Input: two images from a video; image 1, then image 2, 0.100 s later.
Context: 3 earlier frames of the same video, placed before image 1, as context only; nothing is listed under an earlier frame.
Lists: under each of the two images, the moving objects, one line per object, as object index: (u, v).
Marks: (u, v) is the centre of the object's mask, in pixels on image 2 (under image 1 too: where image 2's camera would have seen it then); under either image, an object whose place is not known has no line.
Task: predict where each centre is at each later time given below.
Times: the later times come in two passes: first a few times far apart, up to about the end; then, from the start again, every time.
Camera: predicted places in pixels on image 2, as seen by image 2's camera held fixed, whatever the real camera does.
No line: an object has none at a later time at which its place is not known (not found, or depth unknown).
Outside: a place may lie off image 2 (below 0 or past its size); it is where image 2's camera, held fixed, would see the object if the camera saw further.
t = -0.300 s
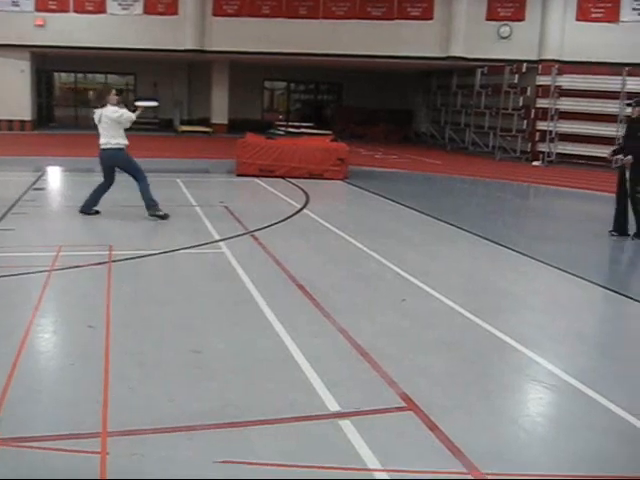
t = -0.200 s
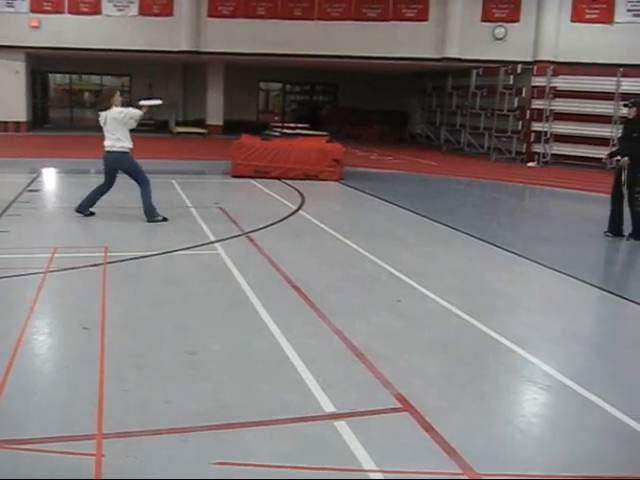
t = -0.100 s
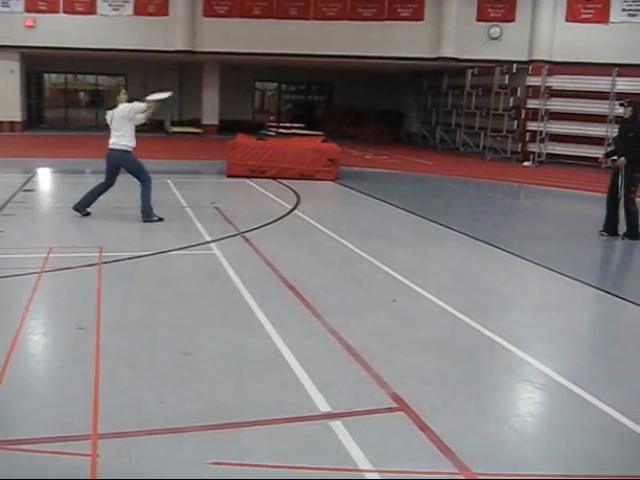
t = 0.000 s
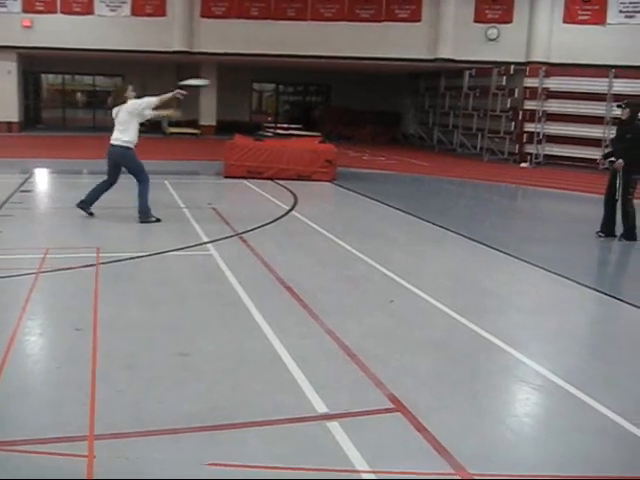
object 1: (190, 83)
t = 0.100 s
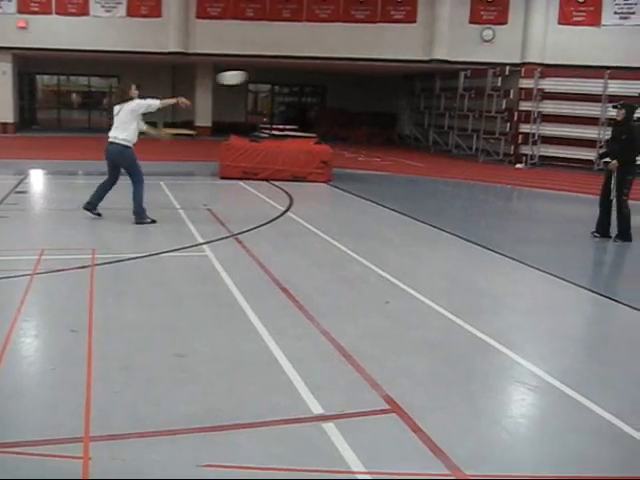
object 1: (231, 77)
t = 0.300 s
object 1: (309, 84)
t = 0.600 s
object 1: (407, 126)
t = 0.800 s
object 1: (460, 168)
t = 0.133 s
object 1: (245, 77)
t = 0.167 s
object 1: (258, 78)
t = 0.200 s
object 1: (270, 79)
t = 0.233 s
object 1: (285, 80)
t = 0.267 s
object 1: (297, 82)
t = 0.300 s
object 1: (309, 84)
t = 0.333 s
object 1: (320, 87)
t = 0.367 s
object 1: (331, 90)
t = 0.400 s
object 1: (341, 93)
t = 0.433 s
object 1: (352, 97)
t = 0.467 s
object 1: (363, 102)
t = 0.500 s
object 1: (375, 108)
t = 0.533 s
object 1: (386, 113)
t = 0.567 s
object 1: (396, 119)
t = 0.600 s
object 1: (407, 126)
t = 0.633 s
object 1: (417, 132)
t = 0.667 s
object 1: (426, 138)
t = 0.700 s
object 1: (435, 145)
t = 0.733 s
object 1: (443, 152)
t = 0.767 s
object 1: (451, 160)
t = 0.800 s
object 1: (460, 168)
